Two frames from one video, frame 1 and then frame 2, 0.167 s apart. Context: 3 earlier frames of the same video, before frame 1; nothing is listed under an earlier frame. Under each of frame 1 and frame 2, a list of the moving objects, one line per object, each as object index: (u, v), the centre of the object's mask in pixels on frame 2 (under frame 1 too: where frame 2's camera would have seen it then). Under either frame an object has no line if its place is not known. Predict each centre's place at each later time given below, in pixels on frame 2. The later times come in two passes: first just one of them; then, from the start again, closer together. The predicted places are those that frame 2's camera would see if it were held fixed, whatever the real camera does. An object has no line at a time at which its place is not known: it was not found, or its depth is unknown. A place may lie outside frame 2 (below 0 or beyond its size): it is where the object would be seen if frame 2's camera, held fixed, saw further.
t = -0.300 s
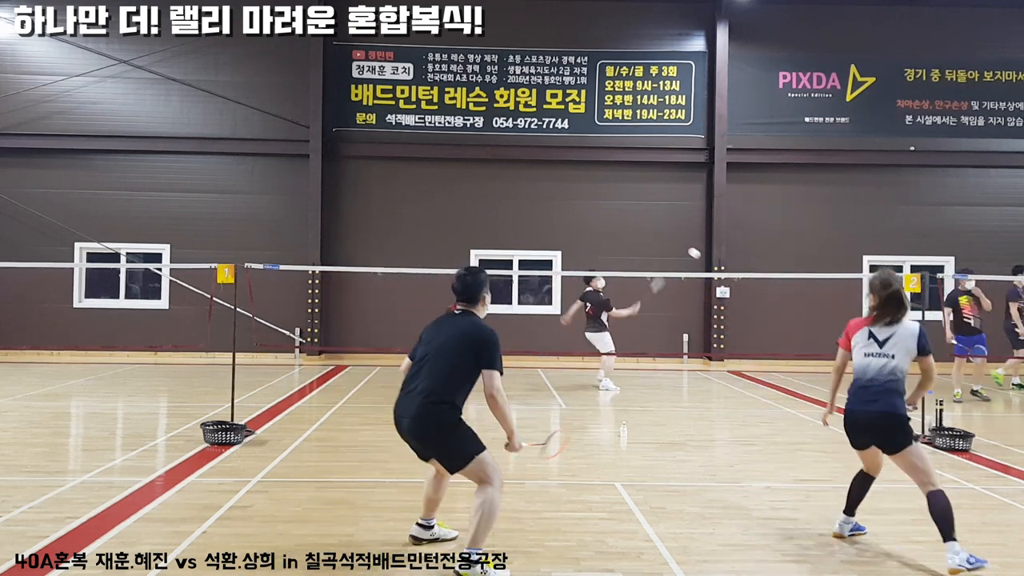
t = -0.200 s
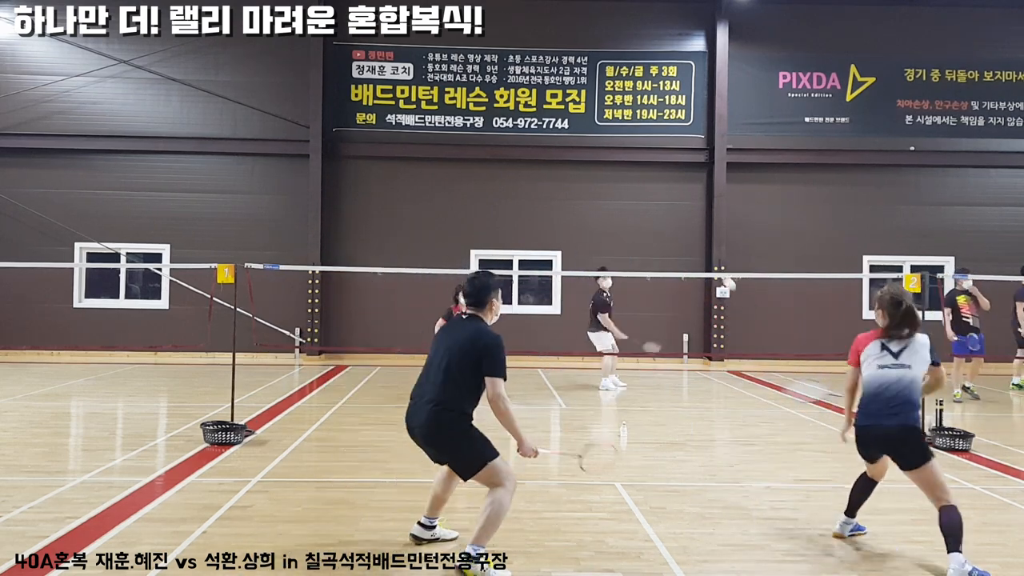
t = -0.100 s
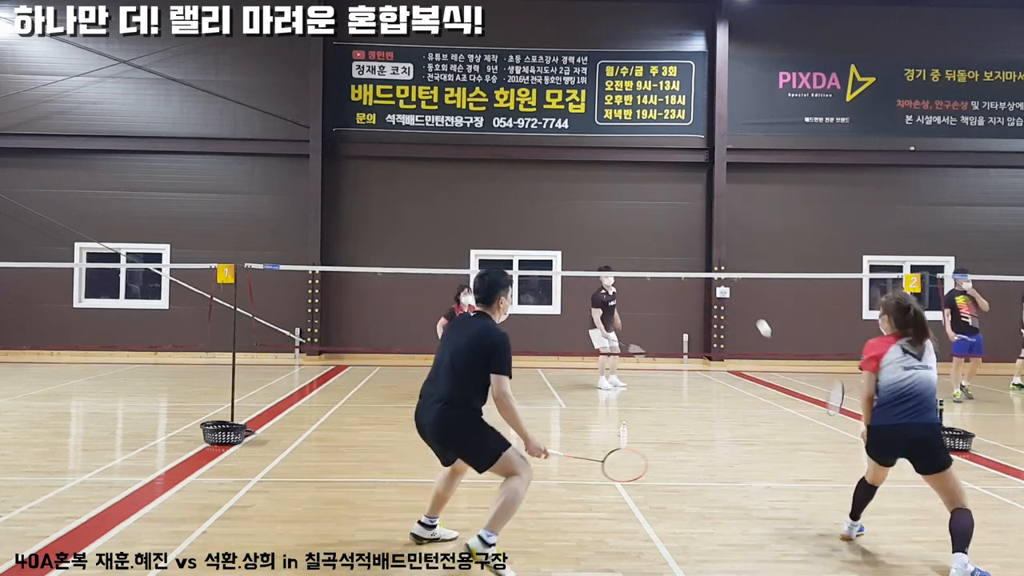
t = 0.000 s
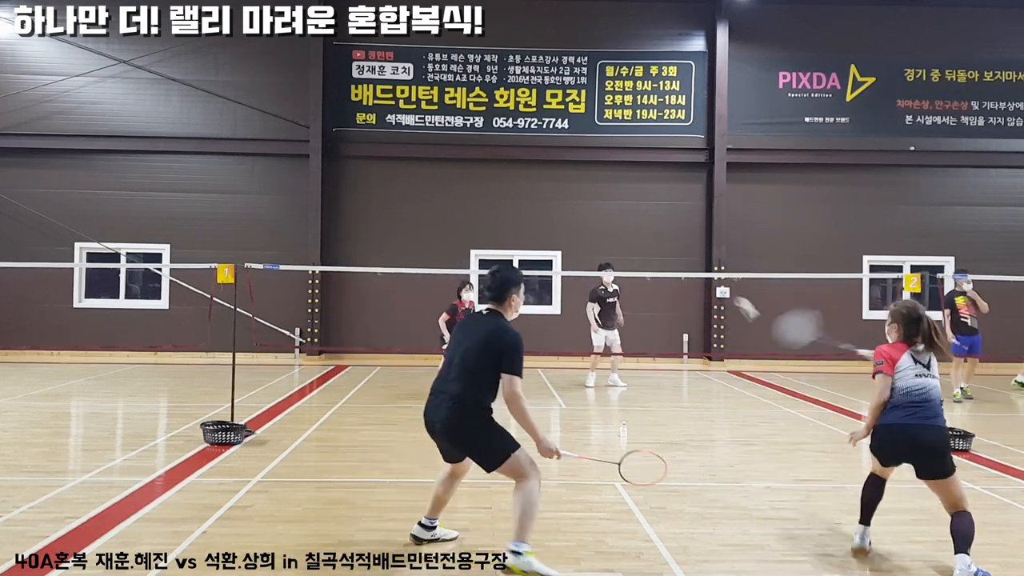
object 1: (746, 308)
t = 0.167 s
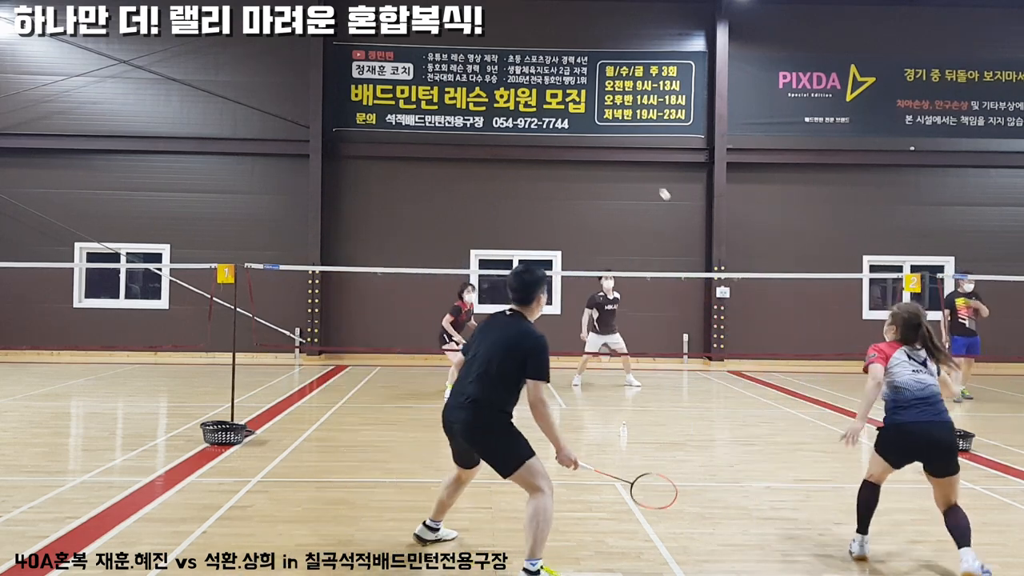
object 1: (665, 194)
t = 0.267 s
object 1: (640, 170)
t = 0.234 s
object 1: (647, 176)
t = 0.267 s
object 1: (640, 170)
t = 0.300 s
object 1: (634, 166)
